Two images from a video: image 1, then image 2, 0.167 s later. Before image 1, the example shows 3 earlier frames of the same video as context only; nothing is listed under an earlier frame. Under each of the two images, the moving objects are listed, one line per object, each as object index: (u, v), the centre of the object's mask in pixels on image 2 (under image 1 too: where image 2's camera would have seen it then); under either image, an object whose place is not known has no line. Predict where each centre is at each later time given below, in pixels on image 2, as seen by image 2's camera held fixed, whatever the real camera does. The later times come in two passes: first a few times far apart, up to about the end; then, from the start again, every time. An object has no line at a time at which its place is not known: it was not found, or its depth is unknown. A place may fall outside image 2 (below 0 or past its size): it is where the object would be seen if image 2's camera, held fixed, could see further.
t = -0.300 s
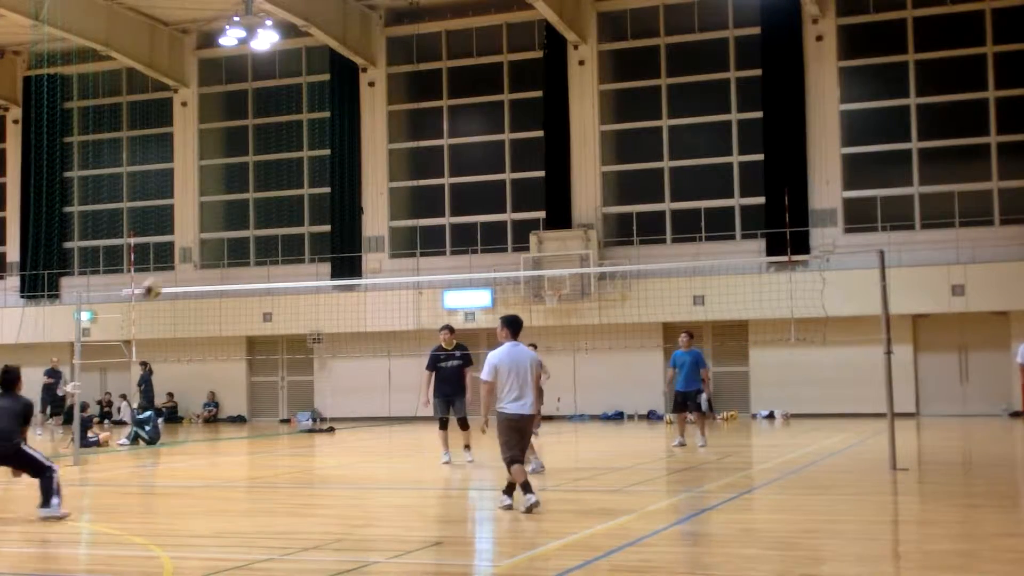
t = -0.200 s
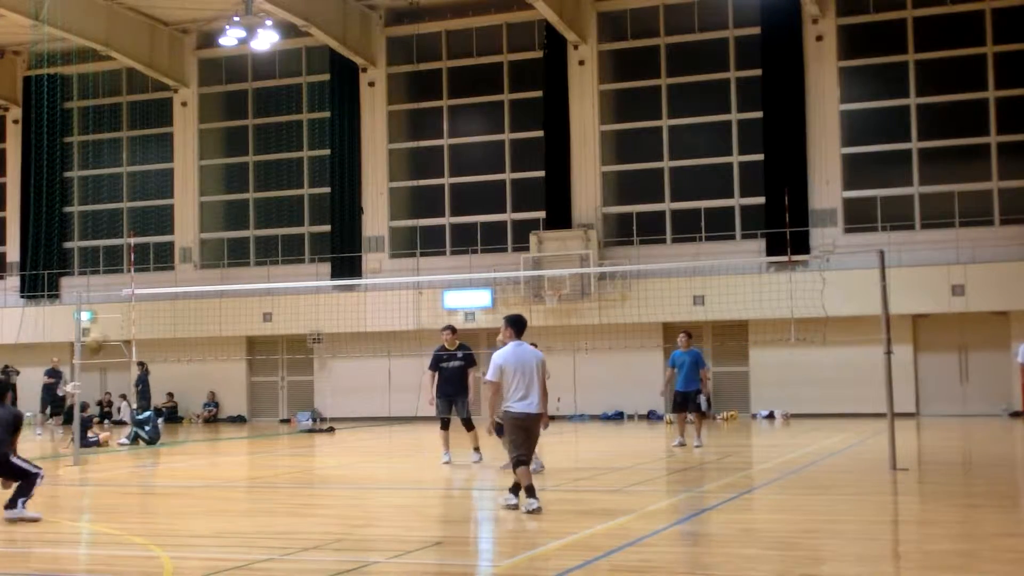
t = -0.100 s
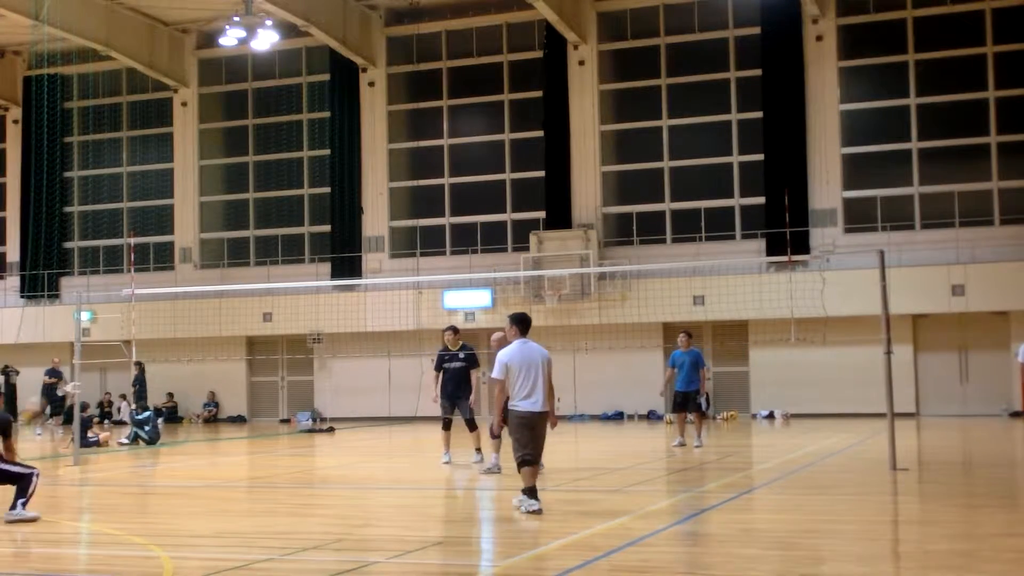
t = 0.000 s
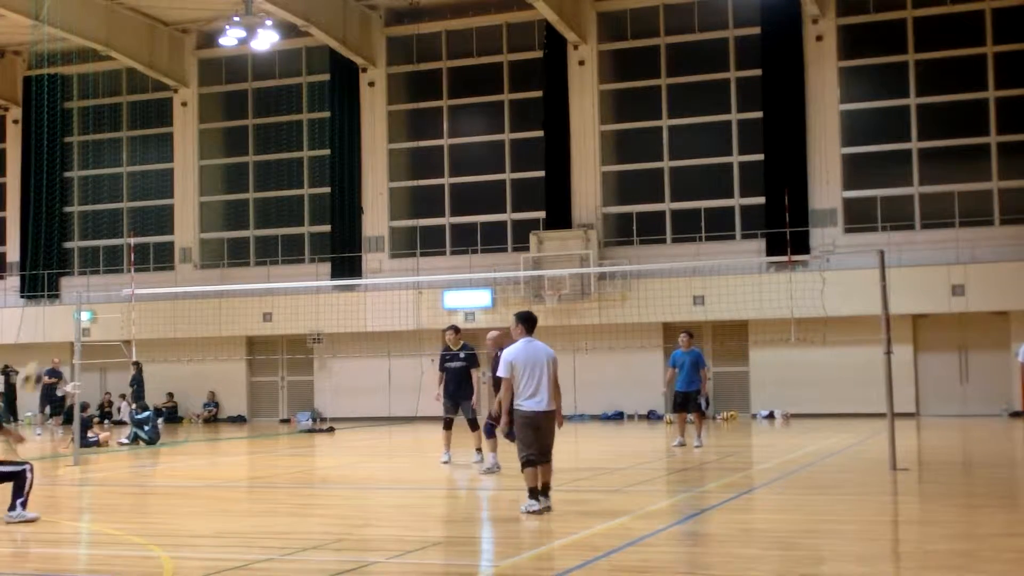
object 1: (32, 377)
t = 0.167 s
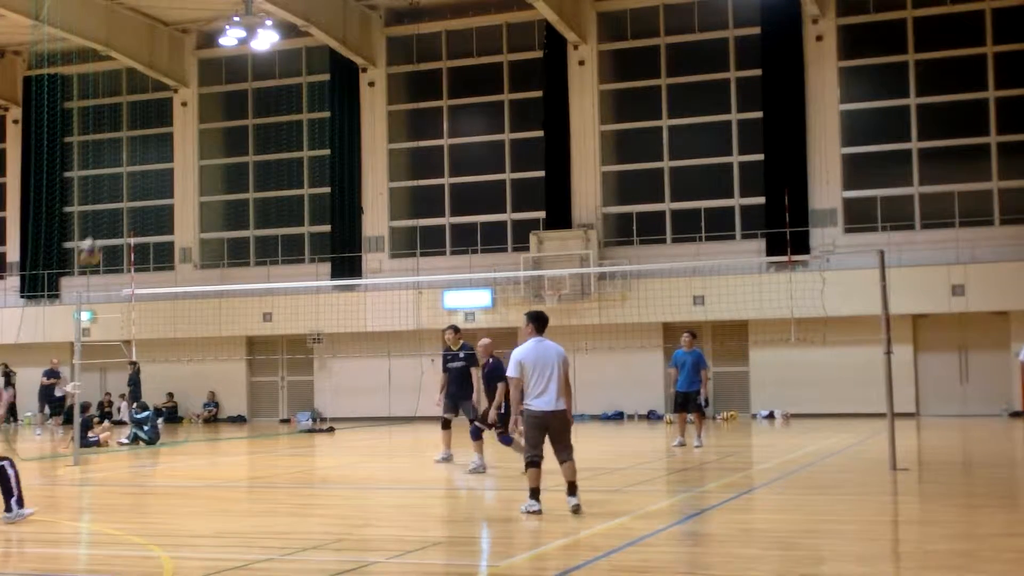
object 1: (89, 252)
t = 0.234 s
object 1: (110, 214)
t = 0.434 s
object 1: (163, 134)
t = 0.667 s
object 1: (213, 96)
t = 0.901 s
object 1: (259, 105)
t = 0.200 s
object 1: (100, 229)
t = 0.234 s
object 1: (110, 214)
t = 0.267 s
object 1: (119, 195)
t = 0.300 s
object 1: (129, 181)
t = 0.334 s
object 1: (138, 167)
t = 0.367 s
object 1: (146, 154)
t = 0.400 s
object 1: (155, 143)
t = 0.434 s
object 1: (163, 134)
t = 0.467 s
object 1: (170, 125)
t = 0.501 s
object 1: (178, 116)
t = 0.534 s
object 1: (186, 110)
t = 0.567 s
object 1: (192, 104)
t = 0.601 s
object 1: (199, 101)
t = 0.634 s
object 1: (207, 98)
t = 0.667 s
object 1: (213, 96)
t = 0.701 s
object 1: (220, 95)
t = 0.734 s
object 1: (227, 95)
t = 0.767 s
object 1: (234, 95)
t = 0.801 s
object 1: (240, 96)
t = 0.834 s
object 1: (246, 98)
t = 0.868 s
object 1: (252, 101)
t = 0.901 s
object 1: (259, 105)
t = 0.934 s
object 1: (265, 109)
